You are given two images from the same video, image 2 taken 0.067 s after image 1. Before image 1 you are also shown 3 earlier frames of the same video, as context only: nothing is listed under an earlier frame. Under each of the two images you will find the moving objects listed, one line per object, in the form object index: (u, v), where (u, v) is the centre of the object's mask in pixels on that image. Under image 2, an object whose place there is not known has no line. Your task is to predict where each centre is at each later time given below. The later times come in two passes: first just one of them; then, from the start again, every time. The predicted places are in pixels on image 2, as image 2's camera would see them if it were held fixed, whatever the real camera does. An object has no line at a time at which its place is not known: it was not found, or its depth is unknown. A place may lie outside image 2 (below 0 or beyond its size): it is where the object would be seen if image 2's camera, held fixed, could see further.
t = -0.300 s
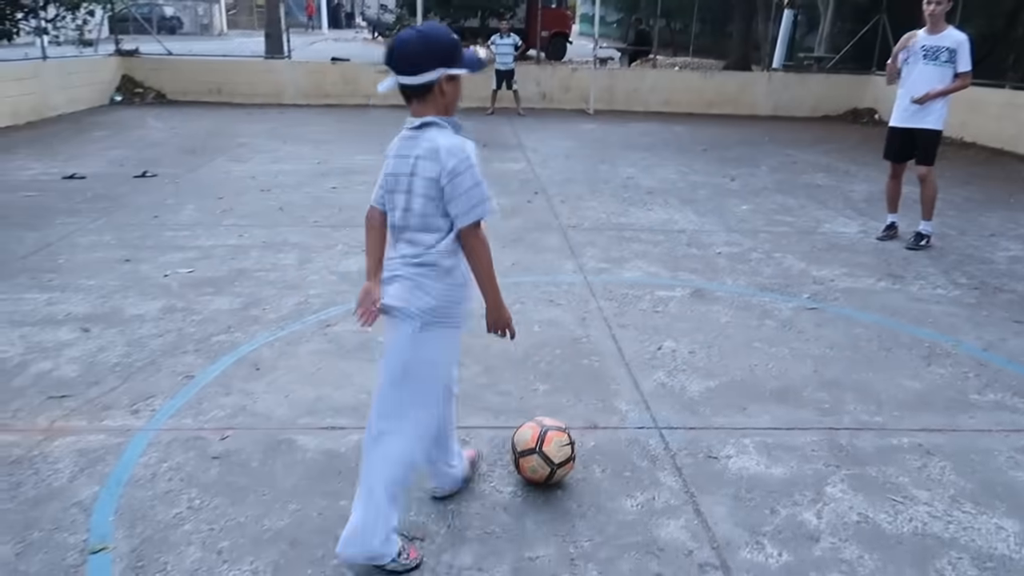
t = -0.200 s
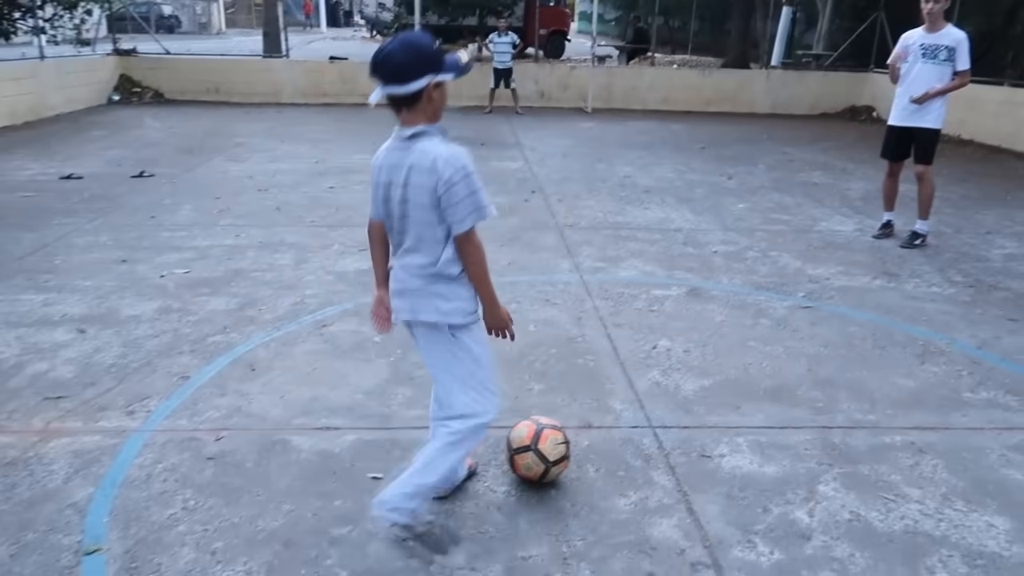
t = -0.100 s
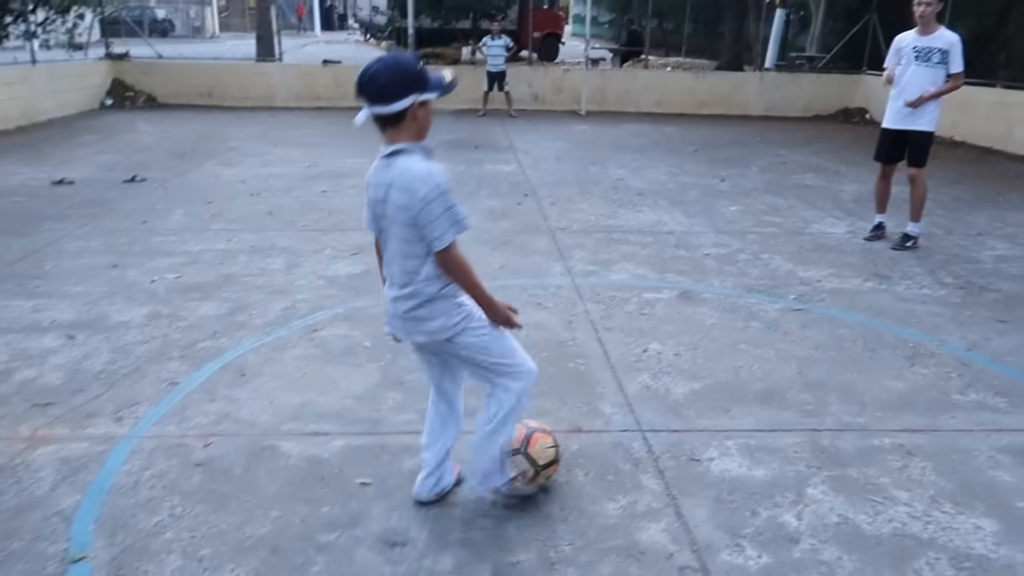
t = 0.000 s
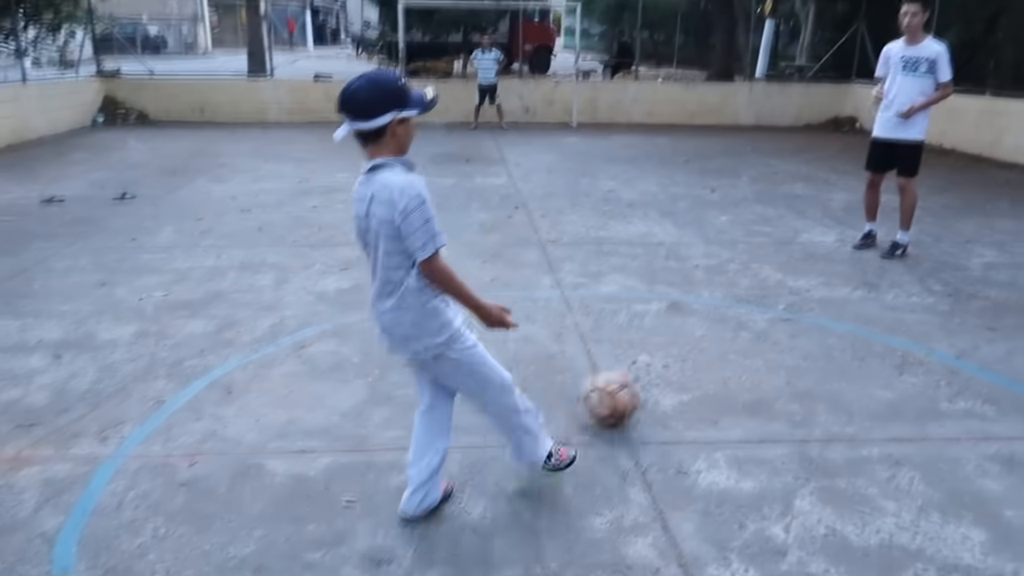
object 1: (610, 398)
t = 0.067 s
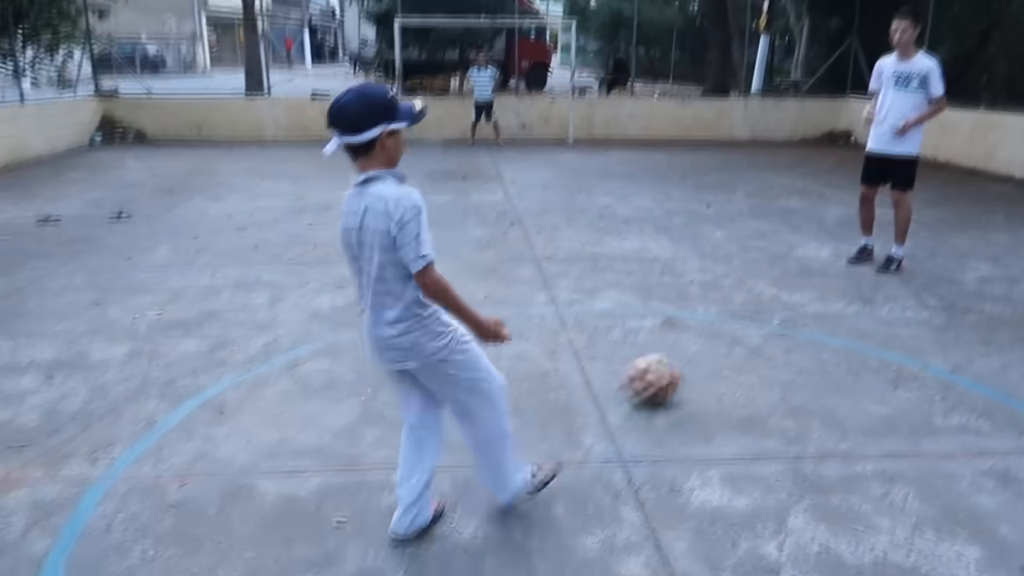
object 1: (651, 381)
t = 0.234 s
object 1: (732, 320)
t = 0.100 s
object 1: (672, 365)
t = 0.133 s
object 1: (691, 352)
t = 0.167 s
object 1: (705, 340)
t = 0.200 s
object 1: (719, 330)
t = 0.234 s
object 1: (732, 320)
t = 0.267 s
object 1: (742, 311)
